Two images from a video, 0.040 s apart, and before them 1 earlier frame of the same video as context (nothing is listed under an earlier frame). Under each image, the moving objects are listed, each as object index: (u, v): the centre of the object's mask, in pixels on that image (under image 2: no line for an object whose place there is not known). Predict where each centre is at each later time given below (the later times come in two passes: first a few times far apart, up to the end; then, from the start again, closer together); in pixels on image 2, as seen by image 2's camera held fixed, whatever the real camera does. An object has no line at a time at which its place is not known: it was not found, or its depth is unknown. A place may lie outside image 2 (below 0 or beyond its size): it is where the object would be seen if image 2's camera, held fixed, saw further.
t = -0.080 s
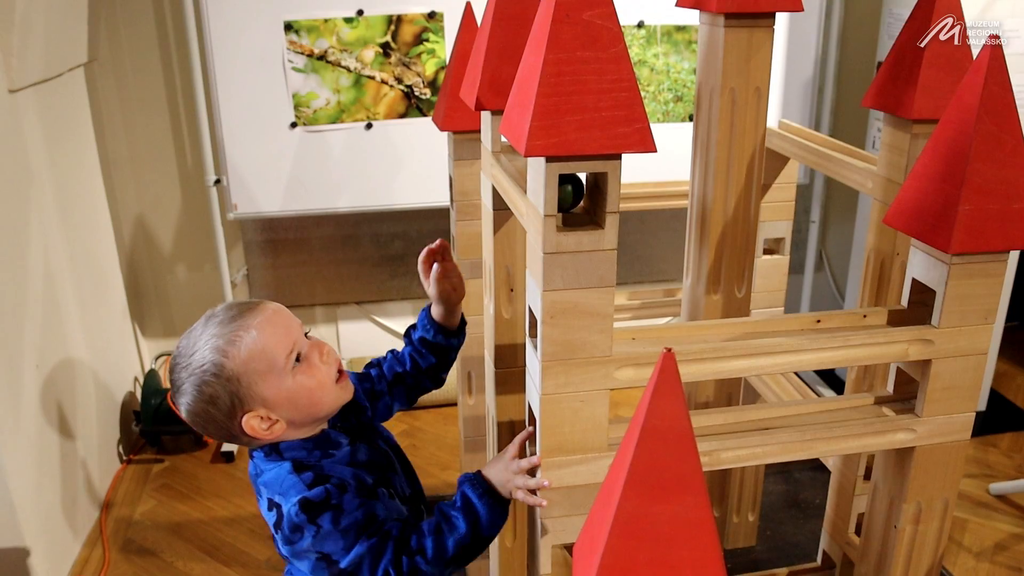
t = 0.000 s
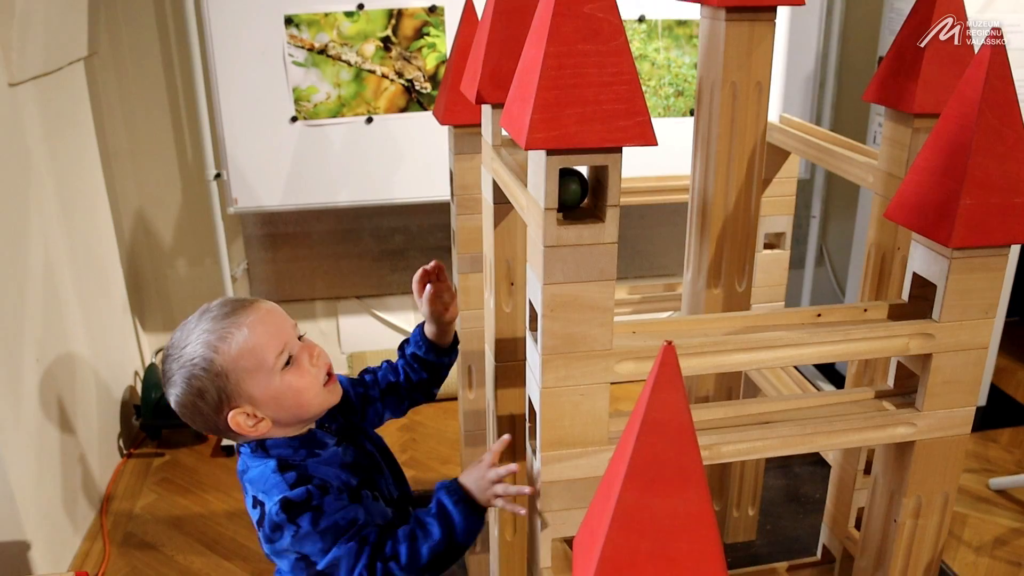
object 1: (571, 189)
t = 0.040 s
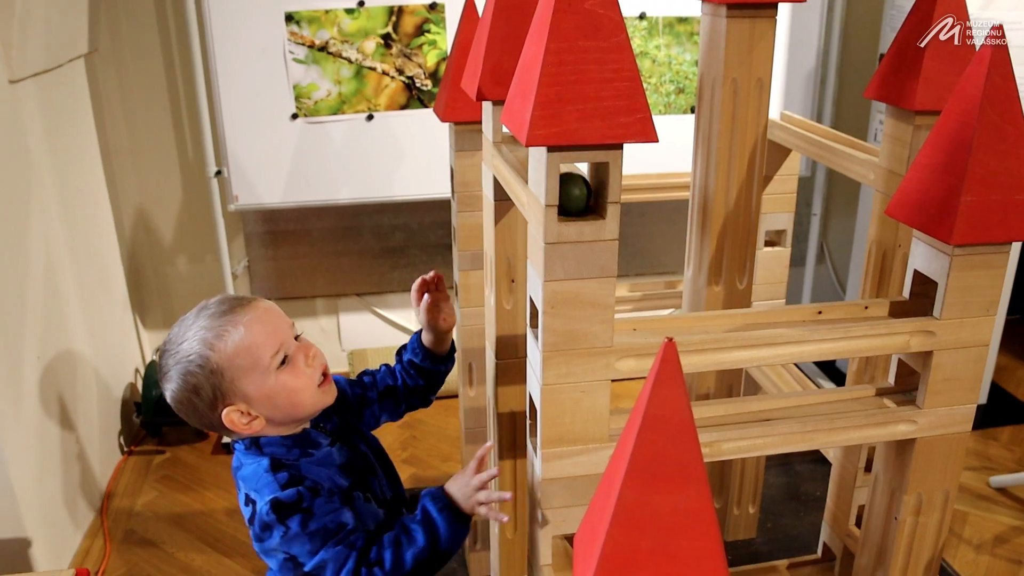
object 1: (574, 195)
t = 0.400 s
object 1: (617, 321)
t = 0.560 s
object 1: (630, 319)
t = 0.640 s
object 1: (644, 318)
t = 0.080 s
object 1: (575, 206)
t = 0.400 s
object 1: (617, 321)
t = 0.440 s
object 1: (620, 320)
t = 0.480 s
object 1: (623, 320)
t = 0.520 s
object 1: (626, 320)
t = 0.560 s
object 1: (630, 319)
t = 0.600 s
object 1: (635, 319)
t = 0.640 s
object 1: (644, 318)
